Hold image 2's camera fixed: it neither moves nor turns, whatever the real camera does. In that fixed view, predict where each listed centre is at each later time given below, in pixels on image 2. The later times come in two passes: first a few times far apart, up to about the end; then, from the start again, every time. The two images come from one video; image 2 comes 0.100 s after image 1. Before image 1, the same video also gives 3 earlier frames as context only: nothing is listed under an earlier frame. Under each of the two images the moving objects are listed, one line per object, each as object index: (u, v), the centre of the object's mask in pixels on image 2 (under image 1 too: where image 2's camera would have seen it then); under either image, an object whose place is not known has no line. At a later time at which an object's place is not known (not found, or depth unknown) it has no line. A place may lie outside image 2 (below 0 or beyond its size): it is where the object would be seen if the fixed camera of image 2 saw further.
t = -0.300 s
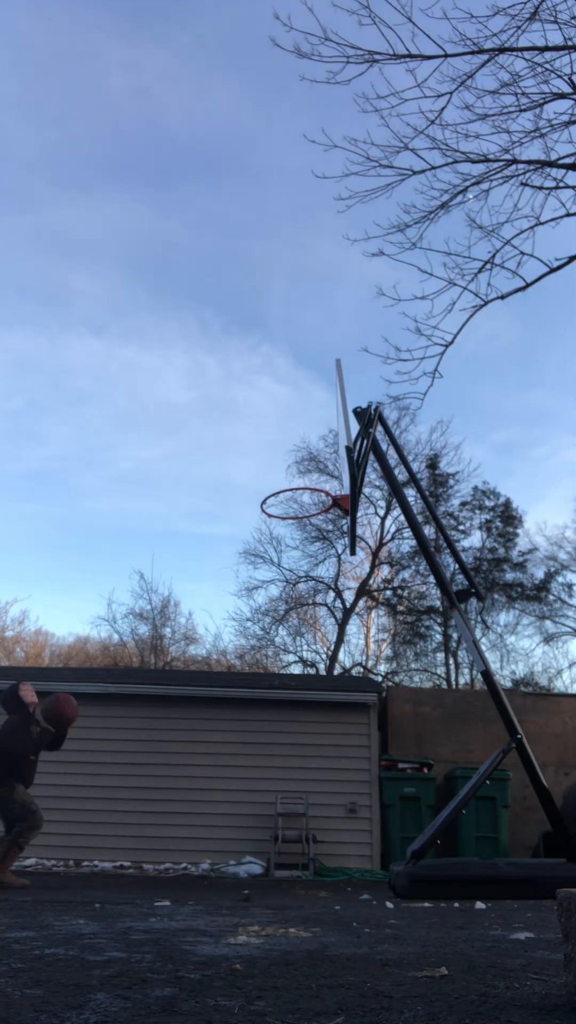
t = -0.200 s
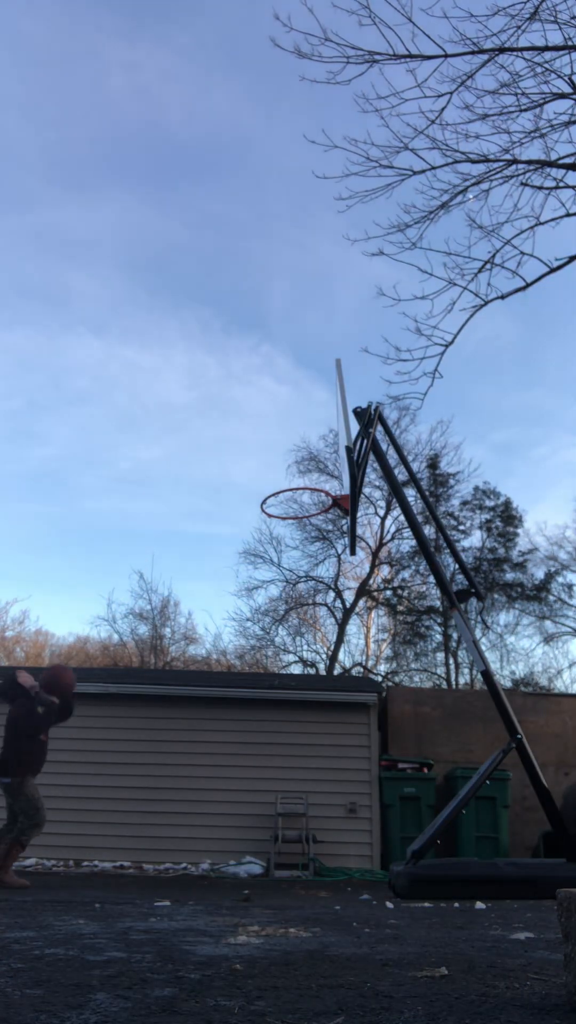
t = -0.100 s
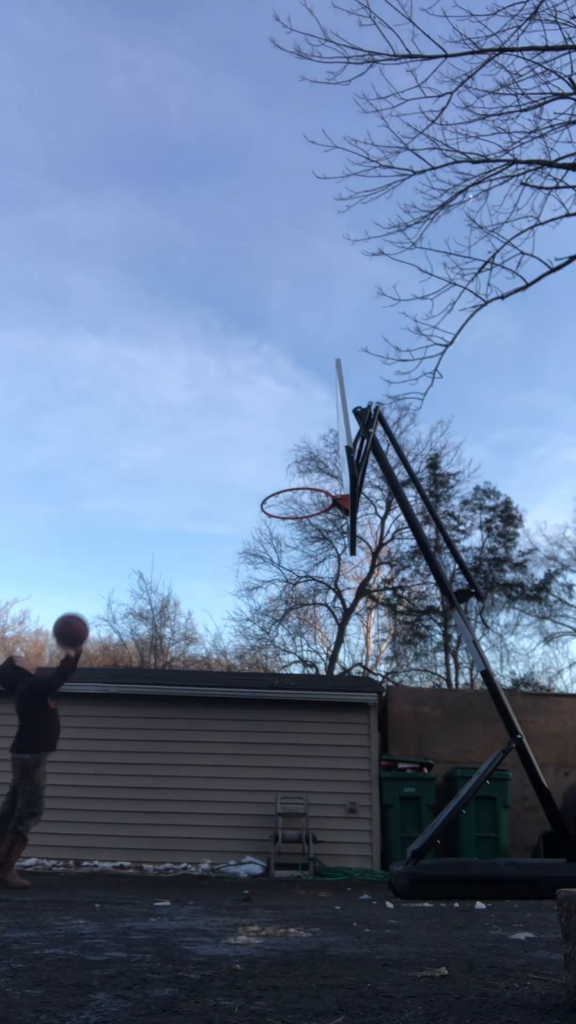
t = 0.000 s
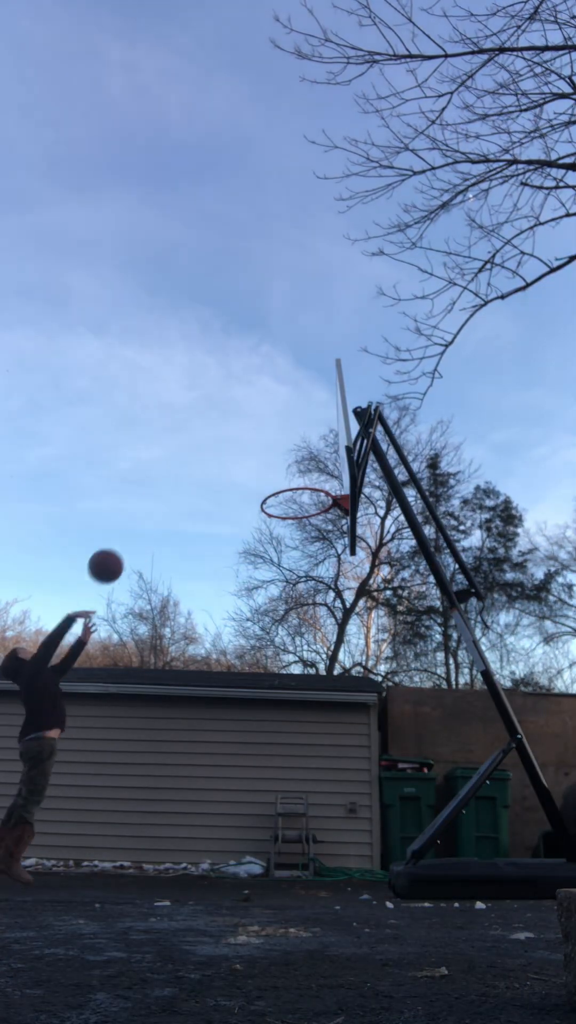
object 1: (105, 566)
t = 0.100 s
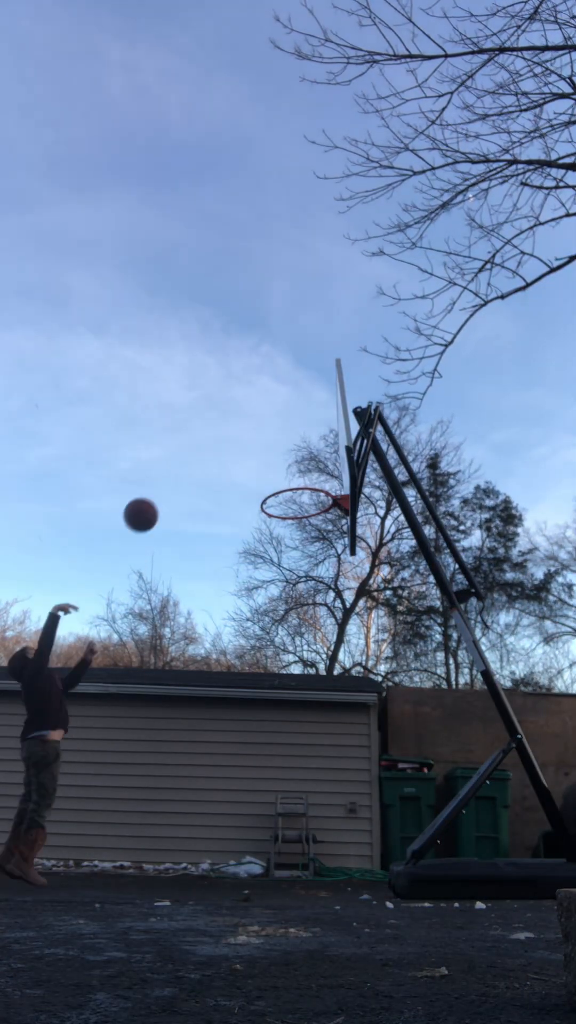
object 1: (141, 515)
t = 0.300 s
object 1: (206, 451)
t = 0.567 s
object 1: (292, 441)
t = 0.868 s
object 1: (297, 443)
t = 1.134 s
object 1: (248, 478)
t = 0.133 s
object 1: (152, 501)
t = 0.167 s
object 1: (163, 488)
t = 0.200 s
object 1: (174, 477)
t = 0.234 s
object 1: (185, 467)
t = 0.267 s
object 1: (196, 458)
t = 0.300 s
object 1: (206, 451)
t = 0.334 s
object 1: (217, 445)
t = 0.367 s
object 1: (228, 440)
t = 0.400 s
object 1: (238, 437)
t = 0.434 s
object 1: (249, 435)
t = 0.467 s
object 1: (260, 435)
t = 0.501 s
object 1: (270, 435)
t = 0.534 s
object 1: (281, 437)
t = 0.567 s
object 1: (292, 441)
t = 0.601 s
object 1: (303, 446)
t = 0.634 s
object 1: (314, 453)
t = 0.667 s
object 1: (326, 462)
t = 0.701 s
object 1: (323, 470)
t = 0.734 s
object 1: (318, 465)
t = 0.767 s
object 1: (313, 457)
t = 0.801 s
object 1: (307, 451)
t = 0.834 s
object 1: (302, 446)
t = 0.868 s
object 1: (297, 443)
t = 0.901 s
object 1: (291, 441)
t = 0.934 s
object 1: (286, 441)
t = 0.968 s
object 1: (280, 443)
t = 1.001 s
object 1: (274, 446)
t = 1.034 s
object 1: (268, 451)
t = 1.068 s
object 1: (261, 458)
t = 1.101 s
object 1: (255, 467)
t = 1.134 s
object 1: (248, 478)
